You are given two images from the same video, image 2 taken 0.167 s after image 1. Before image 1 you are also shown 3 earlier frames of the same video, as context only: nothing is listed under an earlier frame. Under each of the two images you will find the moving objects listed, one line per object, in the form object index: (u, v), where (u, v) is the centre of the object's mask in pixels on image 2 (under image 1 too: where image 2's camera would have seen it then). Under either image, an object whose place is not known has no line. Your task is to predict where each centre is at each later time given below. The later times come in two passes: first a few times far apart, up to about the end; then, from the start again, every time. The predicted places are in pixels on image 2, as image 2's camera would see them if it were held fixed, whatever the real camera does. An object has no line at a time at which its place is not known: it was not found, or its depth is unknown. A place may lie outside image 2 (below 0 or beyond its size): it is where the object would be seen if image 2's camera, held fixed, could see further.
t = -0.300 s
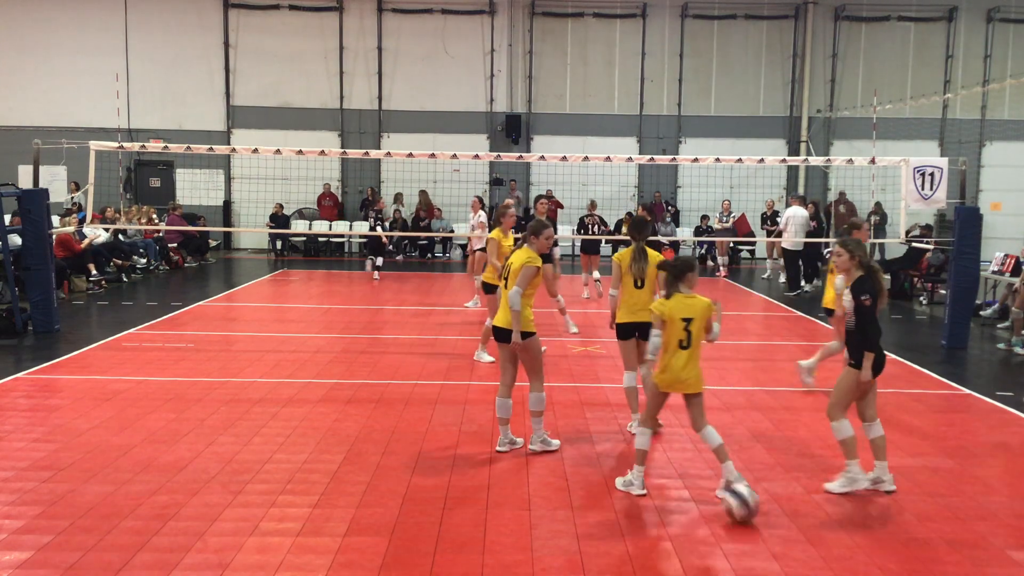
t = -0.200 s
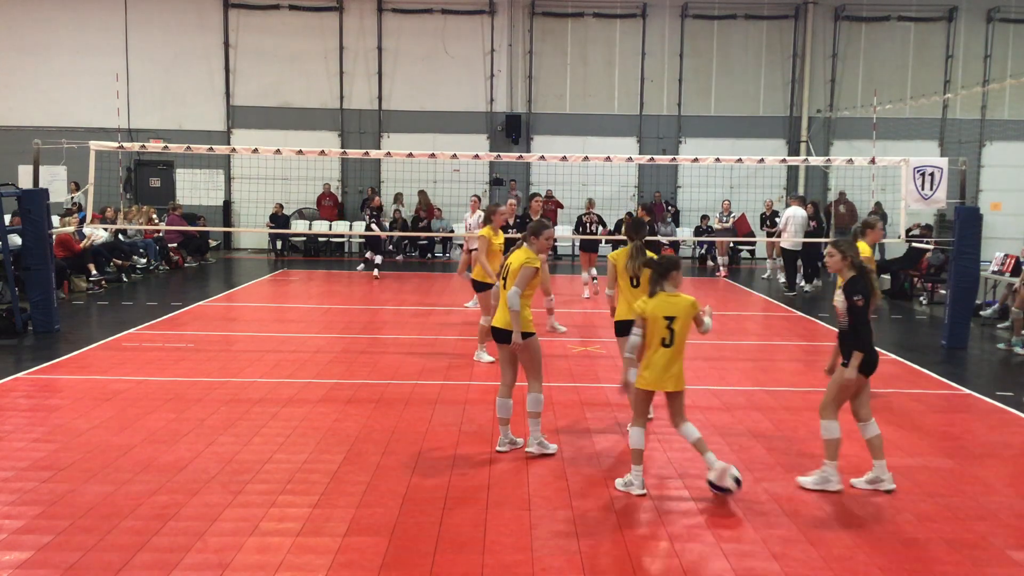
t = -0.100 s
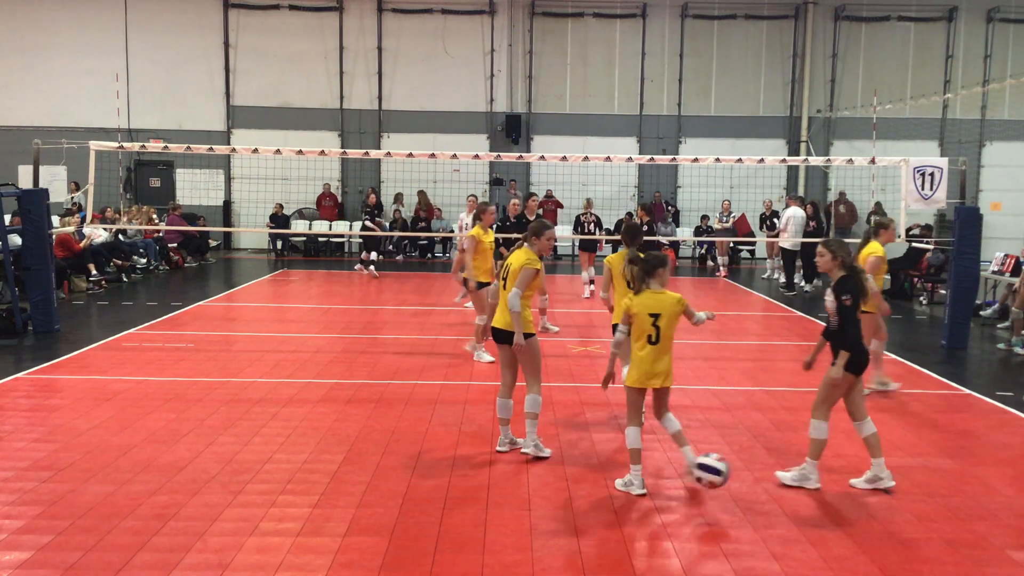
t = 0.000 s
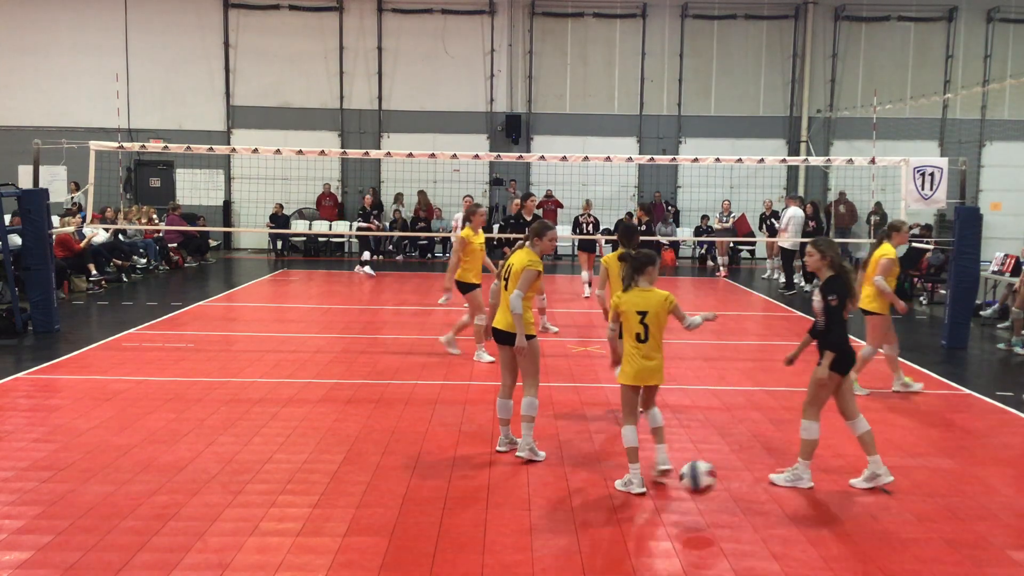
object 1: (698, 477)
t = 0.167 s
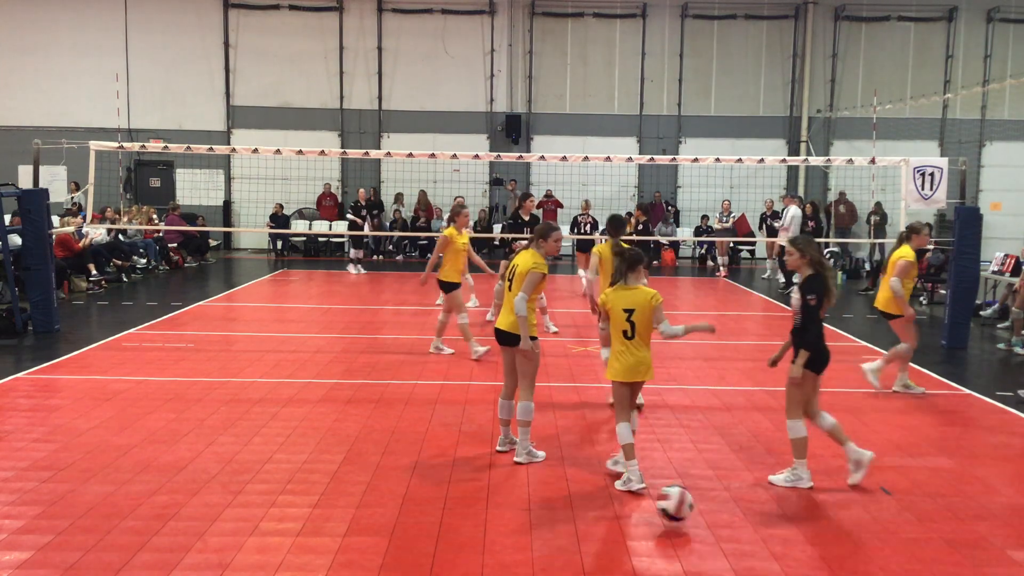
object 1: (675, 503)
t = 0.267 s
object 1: (660, 498)
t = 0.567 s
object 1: (617, 519)
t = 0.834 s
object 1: (578, 528)
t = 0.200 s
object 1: (670, 500)
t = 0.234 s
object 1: (665, 498)
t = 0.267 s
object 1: (660, 498)
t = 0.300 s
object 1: (656, 500)
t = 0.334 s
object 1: (651, 504)
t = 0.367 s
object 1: (646, 510)
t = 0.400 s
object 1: (641, 516)
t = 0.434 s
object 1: (636, 512)
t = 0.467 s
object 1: (632, 510)
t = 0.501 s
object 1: (627, 511)
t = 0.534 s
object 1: (622, 513)
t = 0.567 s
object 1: (617, 519)
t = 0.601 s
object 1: (612, 521)
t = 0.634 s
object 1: (607, 520)
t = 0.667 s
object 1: (603, 521)
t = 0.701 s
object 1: (598, 523)
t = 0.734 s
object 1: (593, 524)
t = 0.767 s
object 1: (588, 525)
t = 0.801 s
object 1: (583, 527)
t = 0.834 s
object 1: (578, 528)
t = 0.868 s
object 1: (574, 528)
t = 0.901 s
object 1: (568, 530)
